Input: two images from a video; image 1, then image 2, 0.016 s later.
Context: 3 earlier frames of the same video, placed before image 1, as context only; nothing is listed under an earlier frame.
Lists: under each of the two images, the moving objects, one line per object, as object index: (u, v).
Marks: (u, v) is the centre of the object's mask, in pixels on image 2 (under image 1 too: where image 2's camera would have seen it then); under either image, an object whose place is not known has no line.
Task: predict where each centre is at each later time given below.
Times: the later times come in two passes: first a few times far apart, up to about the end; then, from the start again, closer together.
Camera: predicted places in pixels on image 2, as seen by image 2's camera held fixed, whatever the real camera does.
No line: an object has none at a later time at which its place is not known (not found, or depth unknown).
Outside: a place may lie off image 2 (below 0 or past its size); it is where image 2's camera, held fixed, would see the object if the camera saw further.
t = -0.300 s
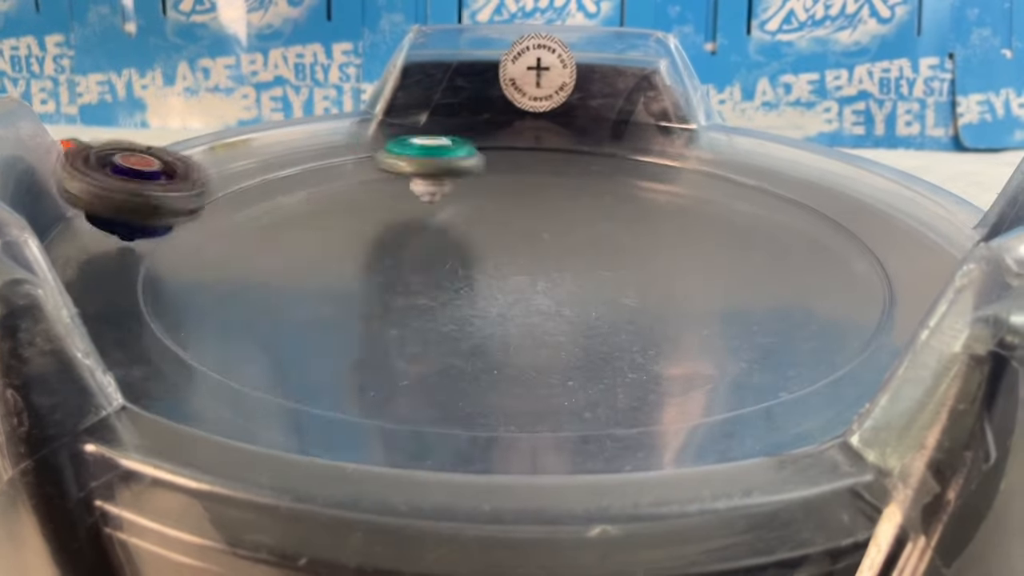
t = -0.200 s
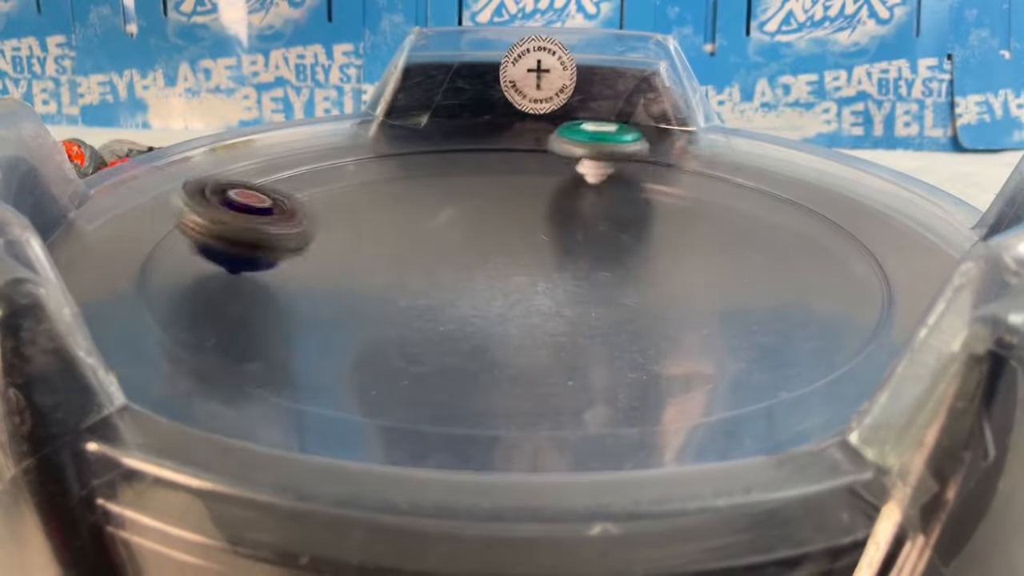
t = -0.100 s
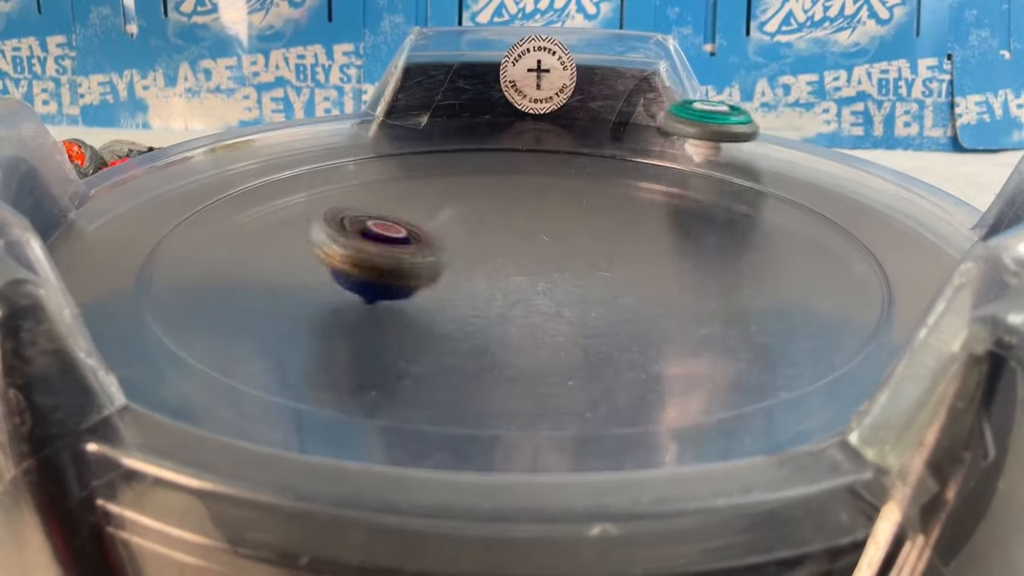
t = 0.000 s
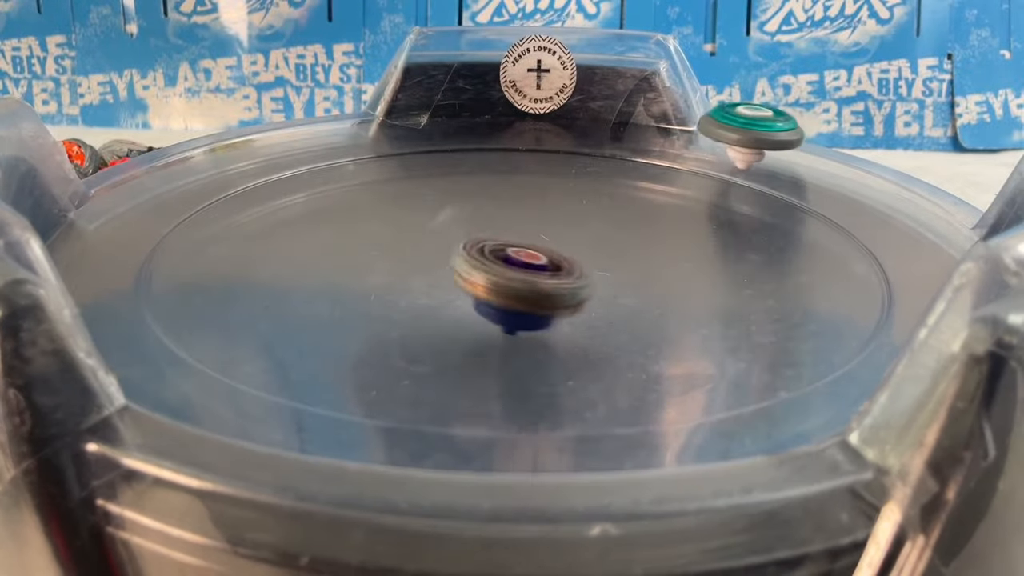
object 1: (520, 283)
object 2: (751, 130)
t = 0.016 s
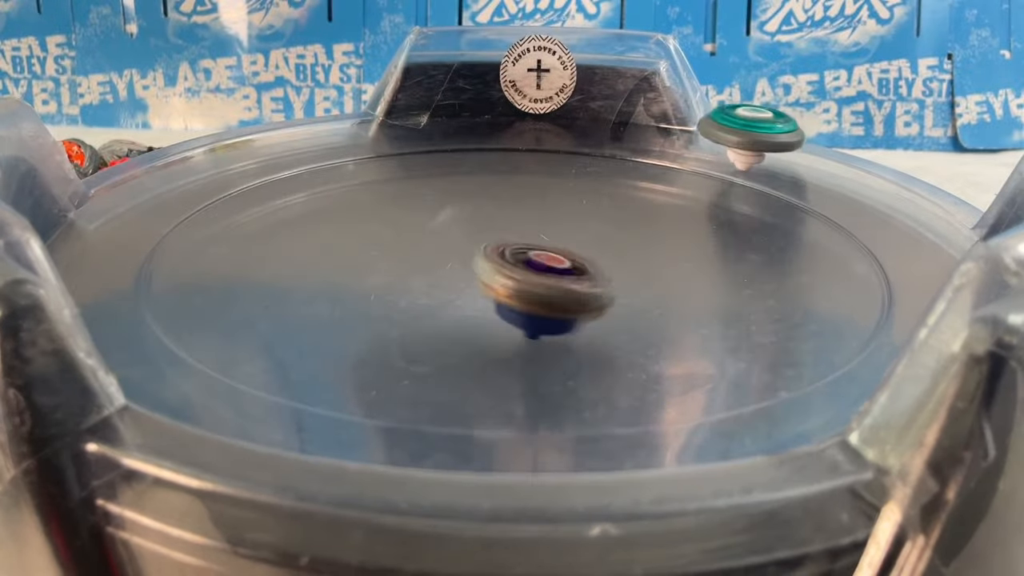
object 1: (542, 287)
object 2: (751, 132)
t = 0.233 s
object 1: (722, 329)
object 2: (610, 177)
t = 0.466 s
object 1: (544, 354)
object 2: (381, 206)
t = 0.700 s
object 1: (292, 326)
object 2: (494, 201)
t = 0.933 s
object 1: (420, 275)
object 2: (592, 164)
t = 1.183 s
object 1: (642, 328)
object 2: (525, 131)
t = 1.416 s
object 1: (498, 351)
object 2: (338, 253)
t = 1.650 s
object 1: (588, 290)
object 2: (353, 181)
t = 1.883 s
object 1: (778, 231)
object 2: (423, 193)
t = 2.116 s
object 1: (871, 257)
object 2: (459, 243)
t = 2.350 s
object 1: (516, 292)
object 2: (577, 242)
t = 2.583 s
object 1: (392, 167)
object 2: (599, 217)
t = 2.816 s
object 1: (605, 129)
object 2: (567, 224)
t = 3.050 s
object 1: (772, 224)
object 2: (552, 254)
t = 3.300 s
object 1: (340, 339)
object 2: (434, 119)
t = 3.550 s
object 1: (309, 281)
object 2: (300, 196)
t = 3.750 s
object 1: (593, 314)
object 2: (117, 80)
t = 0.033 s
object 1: (564, 291)
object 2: (749, 134)
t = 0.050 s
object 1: (586, 295)
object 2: (746, 136)
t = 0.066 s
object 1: (606, 299)
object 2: (741, 139)
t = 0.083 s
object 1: (625, 302)
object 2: (735, 145)
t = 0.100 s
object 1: (641, 305)
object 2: (727, 148)
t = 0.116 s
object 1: (657, 308)
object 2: (716, 152)
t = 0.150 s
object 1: (684, 314)
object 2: (690, 159)
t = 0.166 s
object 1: (696, 317)
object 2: (676, 163)
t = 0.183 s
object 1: (705, 319)
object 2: (660, 167)
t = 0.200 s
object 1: (713, 322)
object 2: (644, 170)
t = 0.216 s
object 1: (718, 325)
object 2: (627, 174)
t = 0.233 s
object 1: (722, 329)
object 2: (610, 177)
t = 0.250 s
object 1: (724, 333)
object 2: (592, 179)
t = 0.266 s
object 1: (724, 337)
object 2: (573, 181)
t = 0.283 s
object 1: (722, 342)
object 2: (554, 182)
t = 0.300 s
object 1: (719, 346)
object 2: (535, 183)
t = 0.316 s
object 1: (712, 349)
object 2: (517, 183)
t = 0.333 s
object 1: (695, 348)
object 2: (499, 184)
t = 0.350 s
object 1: (676, 355)
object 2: (481, 184)
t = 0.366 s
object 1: (658, 354)
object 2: (464, 186)
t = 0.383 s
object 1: (638, 355)
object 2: (449, 187)
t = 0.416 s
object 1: (601, 356)
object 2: (419, 192)
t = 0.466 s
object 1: (544, 354)
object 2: (381, 206)
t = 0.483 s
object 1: (525, 354)
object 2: (370, 211)
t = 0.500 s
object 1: (505, 353)
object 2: (361, 217)
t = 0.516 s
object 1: (486, 351)
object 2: (354, 225)
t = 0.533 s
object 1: (466, 350)
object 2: (350, 232)
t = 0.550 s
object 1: (445, 348)
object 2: (348, 239)
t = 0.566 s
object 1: (424, 344)
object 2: (348, 248)
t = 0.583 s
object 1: (405, 340)
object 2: (351, 255)
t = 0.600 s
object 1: (389, 335)
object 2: (356, 260)
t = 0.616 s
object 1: (377, 329)
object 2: (364, 263)
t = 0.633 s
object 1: (368, 321)
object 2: (382, 262)
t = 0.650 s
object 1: (348, 322)
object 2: (413, 258)
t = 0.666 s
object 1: (327, 326)
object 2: (439, 246)
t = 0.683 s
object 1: (307, 326)
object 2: (469, 223)
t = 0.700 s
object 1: (292, 326)
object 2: (494, 201)
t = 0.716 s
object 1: (281, 328)
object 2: (515, 179)
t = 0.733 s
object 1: (272, 327)
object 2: (534, 158)
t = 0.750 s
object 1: (271, 325)
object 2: (551, 138)
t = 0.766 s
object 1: (272, 321)
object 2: (565, 120)
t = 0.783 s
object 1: (277, 319)
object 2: (577, 97)
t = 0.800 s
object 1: (285, 313)
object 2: (580, 82)
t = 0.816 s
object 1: (294, 311)
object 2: (583, 73)
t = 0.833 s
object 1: (307, 305)
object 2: (585, 69)
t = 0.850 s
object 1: (321, 301)
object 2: (588, 72)
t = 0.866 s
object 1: (337, 297)
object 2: (589, 80)
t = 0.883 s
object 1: (355, 291)
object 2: (591, 95)
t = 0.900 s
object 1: (376, 286)
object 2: (591, 117)
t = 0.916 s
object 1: (398, 280)
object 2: (591, 144)
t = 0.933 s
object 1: (420, 275)
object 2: (592, 164)
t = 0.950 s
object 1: (444, 270)
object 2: (589, 163)
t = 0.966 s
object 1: (469, 264)
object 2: (586, 168)
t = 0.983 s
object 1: (495, 258)
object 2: (582, 180)
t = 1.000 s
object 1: (521, 252)
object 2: (579, 197)
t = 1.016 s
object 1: (530, 258)
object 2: (601, 182)
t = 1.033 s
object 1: (538, 264)
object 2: (622, 152)
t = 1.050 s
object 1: (546, 276)
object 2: (641, 129)
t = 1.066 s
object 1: (556, 289)
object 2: (652, 109)
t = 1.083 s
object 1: (566, 295)
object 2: (639, 96)
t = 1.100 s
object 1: (579, 303)
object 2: (621, 85)
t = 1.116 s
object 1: (594, 309)
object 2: (605, 82)
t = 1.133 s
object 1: (607, 314)
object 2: (586, 85)
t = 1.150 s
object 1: (622, 319)
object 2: (567, 93)
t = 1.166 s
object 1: (634, 324)
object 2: (546, 109)
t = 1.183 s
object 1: (642, 328)
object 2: (525, 131)
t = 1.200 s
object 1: (649, 332)
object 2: (505, 160)
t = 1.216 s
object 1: (652, 336)
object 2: (485, 183)
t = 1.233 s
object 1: (651, 342)
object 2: (470, 173)
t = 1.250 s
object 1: (649, 344)
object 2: (453, 168)
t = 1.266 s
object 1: (646, 349)
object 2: (436, 171)
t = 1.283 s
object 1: (637, 354)
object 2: (418, 180)
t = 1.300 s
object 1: (628, 357)
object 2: (399, 196)
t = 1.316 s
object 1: (617, 359)
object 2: (378, 220)
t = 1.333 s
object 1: (599, 361)
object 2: (368, 222)
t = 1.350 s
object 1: (577, 361)
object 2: (360, 219)
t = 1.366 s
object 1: (555, 360)
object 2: (353, 222)
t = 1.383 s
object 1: (536, 357)
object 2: (345, 234)
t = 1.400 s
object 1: (517, 354)
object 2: (337, 253)
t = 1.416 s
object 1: (498, 351)
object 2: (338, 253)
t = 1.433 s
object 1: (481, 346)
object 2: (341, 256)
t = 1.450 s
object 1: (467, 339)
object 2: (346, 266)
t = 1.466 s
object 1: (457, 334)
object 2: (349, 274)
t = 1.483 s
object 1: (446, 327)
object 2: (354, 273)
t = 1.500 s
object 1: (453, 325)
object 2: (352, 268)
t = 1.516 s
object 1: (465, 323)
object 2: (350, 246)
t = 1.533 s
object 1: (474, 320)
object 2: (345, 232)
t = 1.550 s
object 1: (488, 318)
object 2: (340, 225)
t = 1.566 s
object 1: (503, 315)
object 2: (336, 225)
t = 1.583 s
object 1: (519, 310)
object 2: (337, 210)
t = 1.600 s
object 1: (535, 305)
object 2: (340, 197)
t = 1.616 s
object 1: (552, 300)
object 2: (343, 191)
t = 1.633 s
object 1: (571, 294)
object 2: (347, 191)
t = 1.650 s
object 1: (588, 290)
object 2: (353, 181)
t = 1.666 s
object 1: (605, 285)
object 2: (359, 175)
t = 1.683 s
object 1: (623, 280)
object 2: (364, 175)
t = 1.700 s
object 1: (638, 274)
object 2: (372, 170)
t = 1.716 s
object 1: (655, 268)
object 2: (379, 169)
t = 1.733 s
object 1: (670, 263)
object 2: (387, 170)
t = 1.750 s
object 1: (685, 258)
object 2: (394, 170)
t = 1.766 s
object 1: (699, 253)
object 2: (401, 170)
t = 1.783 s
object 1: (713, 249)
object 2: (407, 173)
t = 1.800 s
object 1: (725, 244)
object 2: (411, 175)
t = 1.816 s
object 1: (736, 241)
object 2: (414, 177)
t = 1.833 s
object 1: (748, 237)
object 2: (419, 181)
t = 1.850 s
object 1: (759, 235)
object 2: (421, 185)
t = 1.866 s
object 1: (767, 233)
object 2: (423, 189)
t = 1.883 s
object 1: (778, 231)
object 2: (423, 193)
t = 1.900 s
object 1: (788, 229)
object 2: (423, 197)
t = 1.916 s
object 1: (796, 229)
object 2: (422, 202)
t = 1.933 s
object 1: (803, 229)
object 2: (422, 206)
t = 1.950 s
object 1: (812, 229)
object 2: (421, 210)
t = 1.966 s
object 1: (821, 230)
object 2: (422, 214)
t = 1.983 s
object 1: (828, 231)
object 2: (424, 218)
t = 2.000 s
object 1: (837, 232)
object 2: (426, 222)
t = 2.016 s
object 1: (846, 233)
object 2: (429, 225)
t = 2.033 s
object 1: (854, 236)
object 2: (432, 228)
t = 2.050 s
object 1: (862, 238)
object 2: (436, 232)
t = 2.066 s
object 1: (871, 240)
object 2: (441, 235)
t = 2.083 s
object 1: (878, 243)
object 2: (447, 238)
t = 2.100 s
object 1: (876, 249)
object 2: (453, 240)
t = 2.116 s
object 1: (871, 257)
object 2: (459, 243)
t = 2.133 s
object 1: (865, 263)
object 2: (466, 245)
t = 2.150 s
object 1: (855, 269)
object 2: (473, 247)
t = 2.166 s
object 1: (843, 277)
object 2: (481, 249)
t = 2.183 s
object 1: (827, 284)
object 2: (488, 251)
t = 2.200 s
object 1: (806, 290)
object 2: (496, 252)
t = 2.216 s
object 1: (778, 297)
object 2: (504, 254)
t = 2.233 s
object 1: (750, 302)
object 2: (511, 254)
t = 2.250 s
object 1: (715, 306)
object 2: (519, 255)
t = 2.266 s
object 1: (680, 308)
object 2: (527, 255)
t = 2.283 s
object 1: (646, 309)
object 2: (534, 255)
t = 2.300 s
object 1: (609, 308)
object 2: (540, 252)
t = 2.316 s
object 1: (575, 305)
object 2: (546, 247)
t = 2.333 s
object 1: (545, 300)
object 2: (559, 243)
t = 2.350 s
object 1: (516, 292)
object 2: (577, 242)
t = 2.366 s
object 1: (488, 289)
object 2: (581, 241)
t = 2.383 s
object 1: (463, 282)
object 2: (583, 242)
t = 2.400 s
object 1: (442, 273)
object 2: (589, 237)
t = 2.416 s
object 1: (422, 265)
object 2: (595, 233)
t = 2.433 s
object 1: (407, 256)
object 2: (599, 231)
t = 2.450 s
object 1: (395, 246)
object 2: (602, 229)
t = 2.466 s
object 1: (386, 236)
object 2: (604, 227)
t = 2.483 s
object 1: (379, 225)
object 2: (604, 225)
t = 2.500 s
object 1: (375, 215)
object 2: (604, 224)
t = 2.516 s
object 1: (374, 204)
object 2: (604, 222)
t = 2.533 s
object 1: (377, 194)
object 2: (603, 221)
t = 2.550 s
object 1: (380, 185)
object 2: (601, 219)
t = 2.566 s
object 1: (384, 176)
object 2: (600, 218)
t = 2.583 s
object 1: (392, 167)
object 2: (599, 217)
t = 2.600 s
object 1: (401, 160)
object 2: (598, 216)
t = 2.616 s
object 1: (411, 151)
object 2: (597, 216)
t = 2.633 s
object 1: (421, 144)
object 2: (595, 215)
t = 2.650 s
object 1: (434, 139)
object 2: (593, 215)
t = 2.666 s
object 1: (447, 133)
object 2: (591, 215)
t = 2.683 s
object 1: (461, 128)
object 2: (588, 215)
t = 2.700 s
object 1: (476, 122)
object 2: (586, 216)
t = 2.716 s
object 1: (492, 117)
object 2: (582, 217)
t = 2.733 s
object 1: (512, 112)
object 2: (579, 217)
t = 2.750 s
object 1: (529, 112)
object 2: (576, 218)
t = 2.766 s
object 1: (549, 118)
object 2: (574, 219)
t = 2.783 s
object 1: (568, 121)
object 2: (571, 221)
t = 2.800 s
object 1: (586, 126)
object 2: (568, 223)
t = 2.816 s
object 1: (605, 129)
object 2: (567, 224)
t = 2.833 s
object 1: (622, 134)
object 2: (564, 226)
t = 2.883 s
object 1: (678, 143)
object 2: (558, 233)
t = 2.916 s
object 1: (715, 151)
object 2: (554, 237)
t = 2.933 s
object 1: (733, 157)
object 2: (552, 240)
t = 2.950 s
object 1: (746, 163)
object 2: (551, 242)
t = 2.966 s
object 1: (759, 171)
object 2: (550, 244)
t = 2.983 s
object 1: (767, 180)
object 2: (549, 246)
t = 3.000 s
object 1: (775, 189)
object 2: (549, 248)
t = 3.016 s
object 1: (778, 199)
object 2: (550, 250)
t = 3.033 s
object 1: (776, 211)
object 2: (551, 252)
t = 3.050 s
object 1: (772, 224)
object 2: (552, 254)
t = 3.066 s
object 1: (761, 239)
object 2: (554, 256)
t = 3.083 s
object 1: (746, 252)
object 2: (555, 258)
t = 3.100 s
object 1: (727, 265)
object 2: (558, 259)
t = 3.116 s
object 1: (703, 277)
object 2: (560, 261)
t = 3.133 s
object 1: (672, 288)
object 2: (557, 262)
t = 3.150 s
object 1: (640, 296)
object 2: (553, 260)
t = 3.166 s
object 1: (614, 308)
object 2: (548, 247)
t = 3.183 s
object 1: (591, 321)
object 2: (533, 233)
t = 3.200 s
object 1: (564, 335)
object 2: (515, 214)
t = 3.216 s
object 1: (532, 343)
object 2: (499, 197)
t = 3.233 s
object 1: (496, 351)
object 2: (485, 178)
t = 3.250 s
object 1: (456, 359)
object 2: (470, 162)
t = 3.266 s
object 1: (415, 353)
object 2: (457, 145)
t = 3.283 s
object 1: (377, 341)
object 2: (445, 131)
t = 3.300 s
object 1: (340, 339)
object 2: (434, 119)
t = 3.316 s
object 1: (301, 350)
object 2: (424, 105)
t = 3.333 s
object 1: (266, 345)
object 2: (416, 95)
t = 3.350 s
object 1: (230, 341)
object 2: (408, 94)
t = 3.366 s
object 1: (193, 335)
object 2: (399, 99)
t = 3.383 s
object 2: (391, 110)
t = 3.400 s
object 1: (211, 295)
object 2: (382, 125)
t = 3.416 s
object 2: (374, 129)
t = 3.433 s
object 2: (364, 137)
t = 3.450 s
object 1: (250, 307)
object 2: (355, 147)
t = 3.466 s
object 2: (345, 154)
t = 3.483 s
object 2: (335, 164)
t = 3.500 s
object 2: (326, 170)
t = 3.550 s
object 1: (309, 281)
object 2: (300, 196)
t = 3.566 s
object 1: (319, 274)
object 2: (291, 203)
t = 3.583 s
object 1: (327, 267)
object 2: (283, 209)
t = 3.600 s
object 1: (351, 274)
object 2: (254, 178)
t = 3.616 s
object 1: (382, 282)
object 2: (229, 148)
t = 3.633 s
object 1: (411, 293)
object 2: (208, 115)
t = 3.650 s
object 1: (440, 299)
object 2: (187, 90)
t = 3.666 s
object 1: (469, 304)
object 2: (172, 74)
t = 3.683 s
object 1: (498, 308)
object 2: (157, 64)
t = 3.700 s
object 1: (524, 312)
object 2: (145, 60)
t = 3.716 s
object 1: (549, 314)
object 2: (134, 62)
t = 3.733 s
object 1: (572, 313)
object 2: (124, 68)
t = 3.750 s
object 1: (593, 314)
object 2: (117, 80)
